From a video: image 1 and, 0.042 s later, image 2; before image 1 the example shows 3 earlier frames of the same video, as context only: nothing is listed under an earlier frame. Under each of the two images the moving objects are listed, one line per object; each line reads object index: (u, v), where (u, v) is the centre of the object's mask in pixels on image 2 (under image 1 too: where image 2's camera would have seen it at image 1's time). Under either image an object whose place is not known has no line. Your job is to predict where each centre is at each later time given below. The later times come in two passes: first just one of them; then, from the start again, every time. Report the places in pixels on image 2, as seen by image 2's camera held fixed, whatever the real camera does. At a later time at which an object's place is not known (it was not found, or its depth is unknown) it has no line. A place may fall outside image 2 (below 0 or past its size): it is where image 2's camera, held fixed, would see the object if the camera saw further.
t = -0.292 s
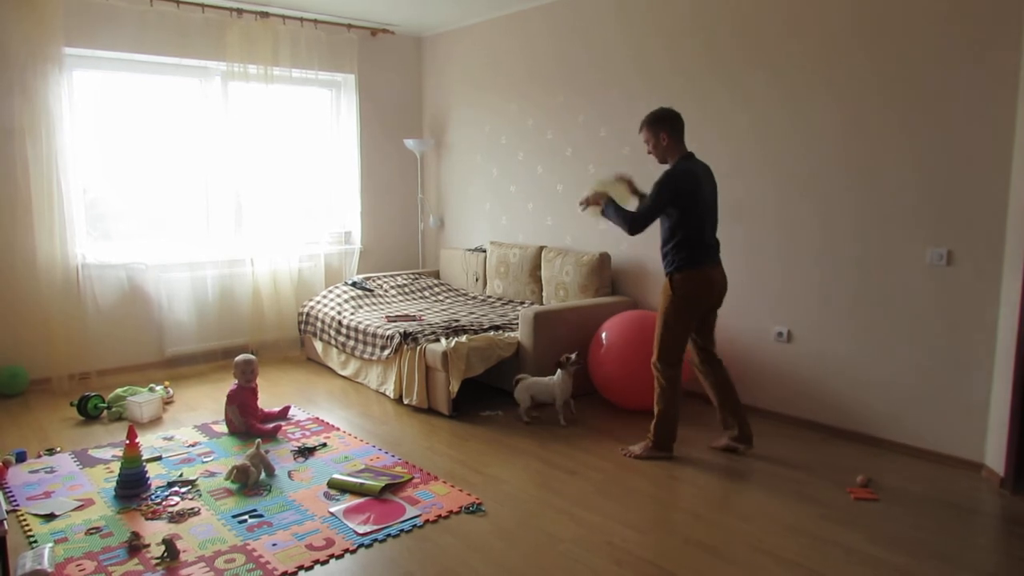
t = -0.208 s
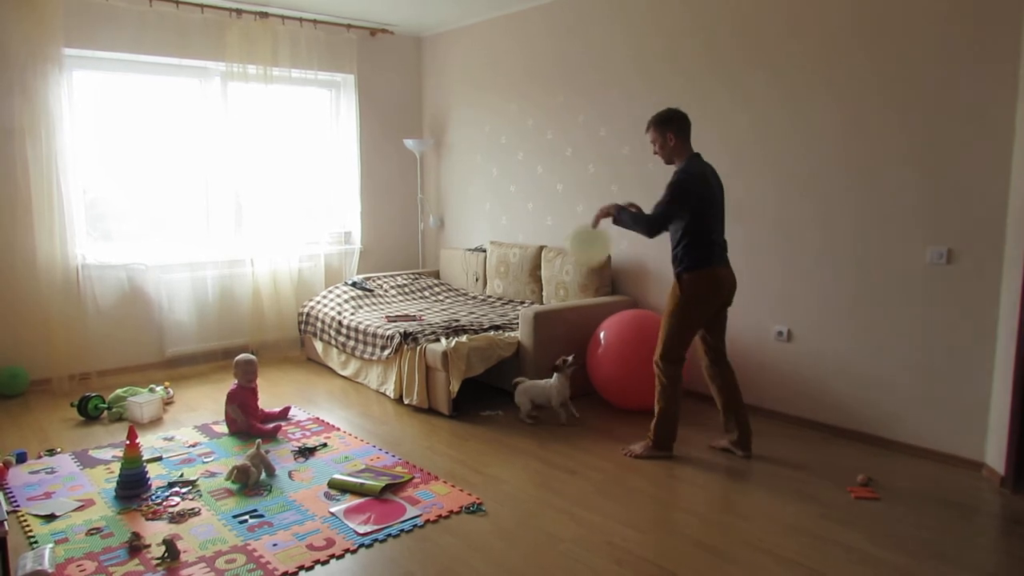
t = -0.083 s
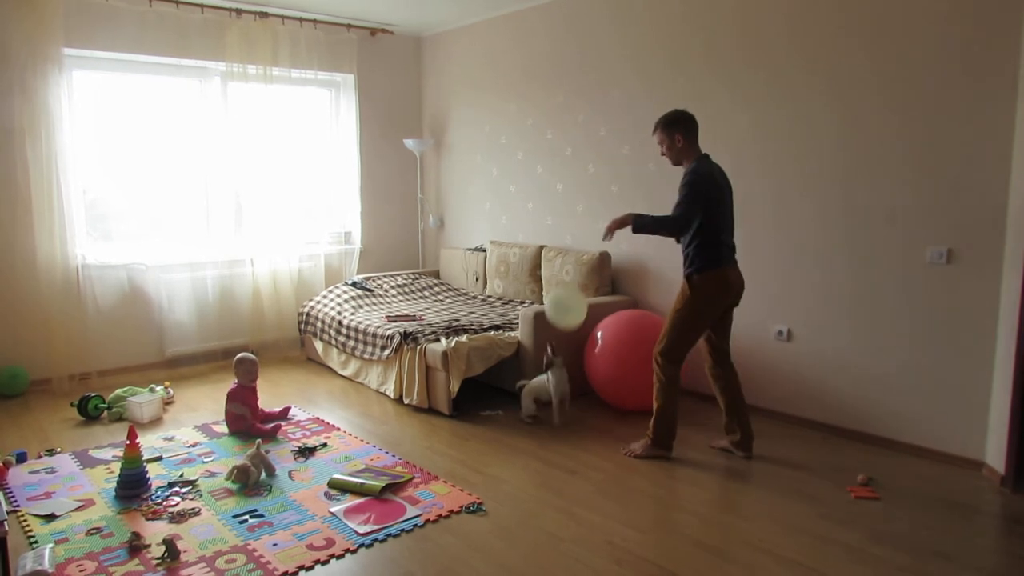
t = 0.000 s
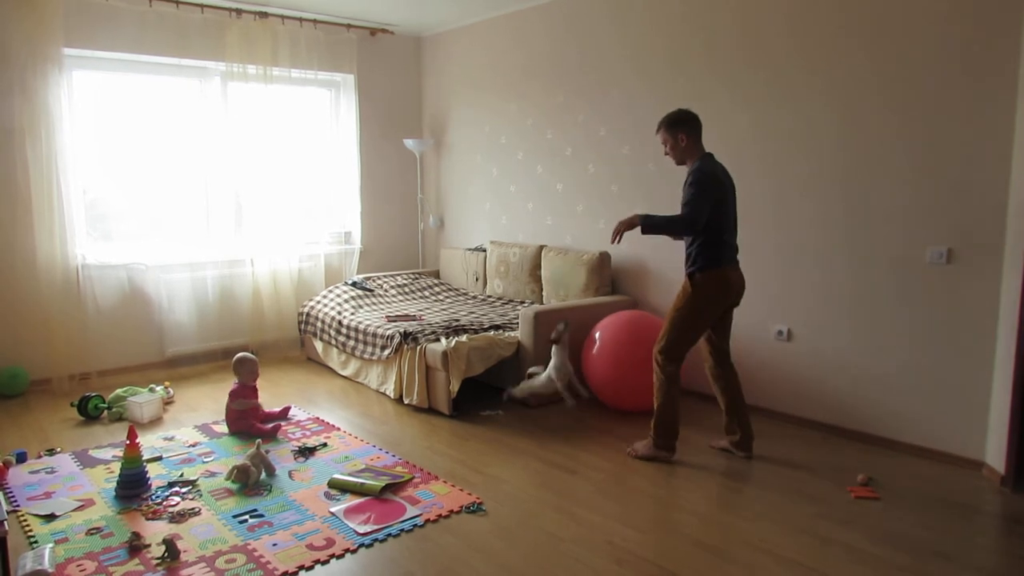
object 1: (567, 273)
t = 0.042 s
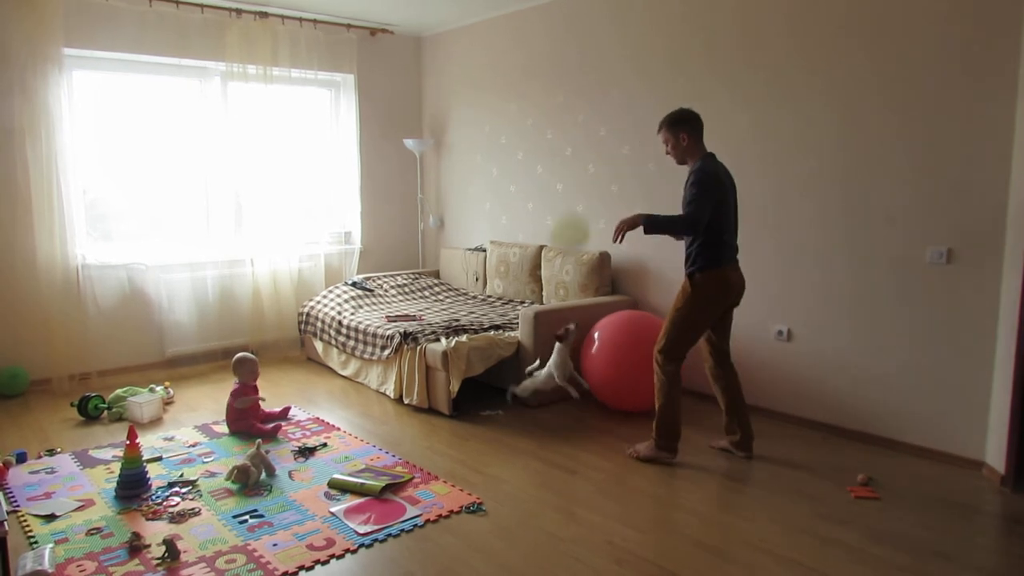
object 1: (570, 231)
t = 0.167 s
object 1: (588, 143)
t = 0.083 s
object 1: (575, 198)
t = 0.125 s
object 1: (581, 168)
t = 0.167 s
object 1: (588, 143)
